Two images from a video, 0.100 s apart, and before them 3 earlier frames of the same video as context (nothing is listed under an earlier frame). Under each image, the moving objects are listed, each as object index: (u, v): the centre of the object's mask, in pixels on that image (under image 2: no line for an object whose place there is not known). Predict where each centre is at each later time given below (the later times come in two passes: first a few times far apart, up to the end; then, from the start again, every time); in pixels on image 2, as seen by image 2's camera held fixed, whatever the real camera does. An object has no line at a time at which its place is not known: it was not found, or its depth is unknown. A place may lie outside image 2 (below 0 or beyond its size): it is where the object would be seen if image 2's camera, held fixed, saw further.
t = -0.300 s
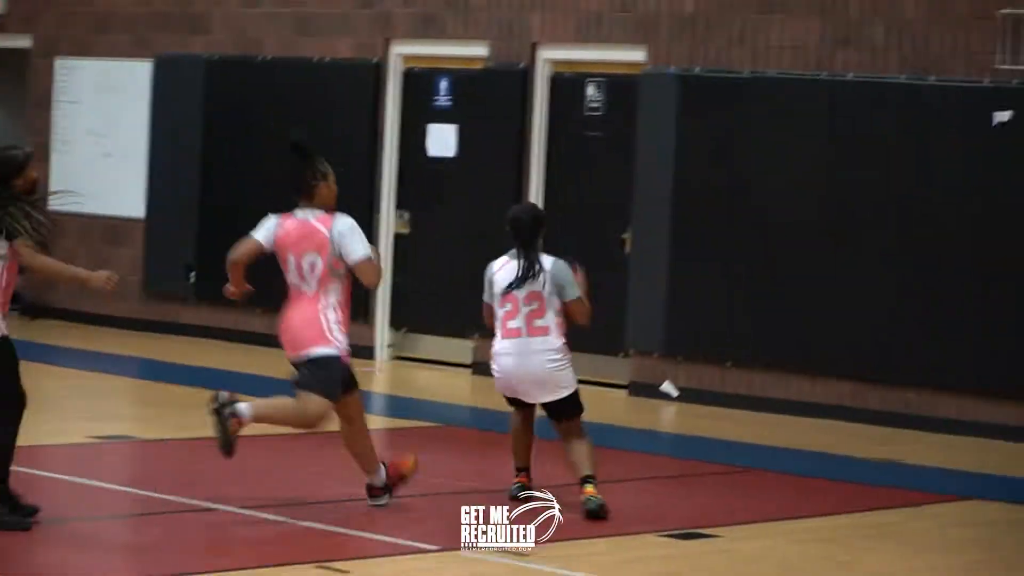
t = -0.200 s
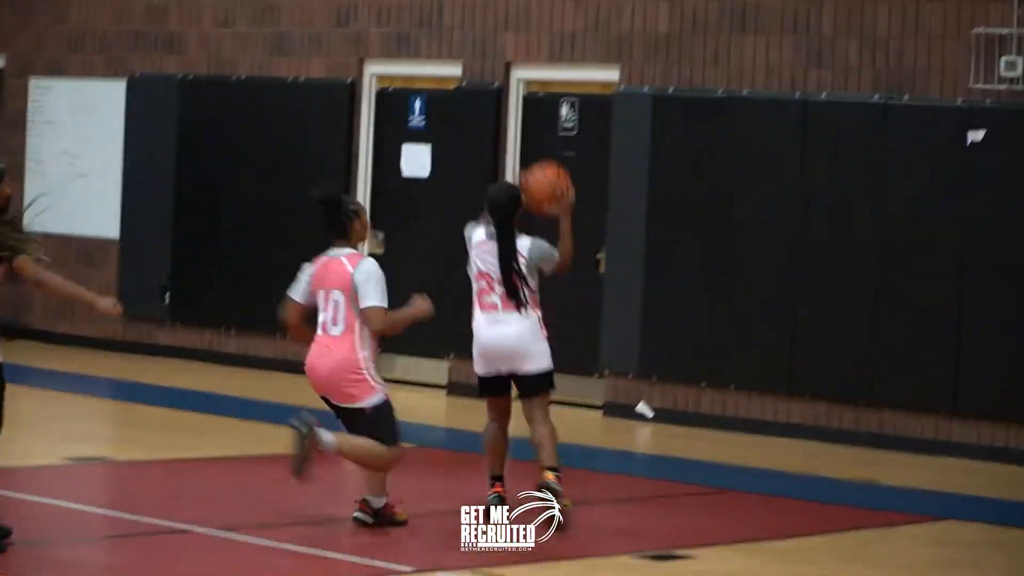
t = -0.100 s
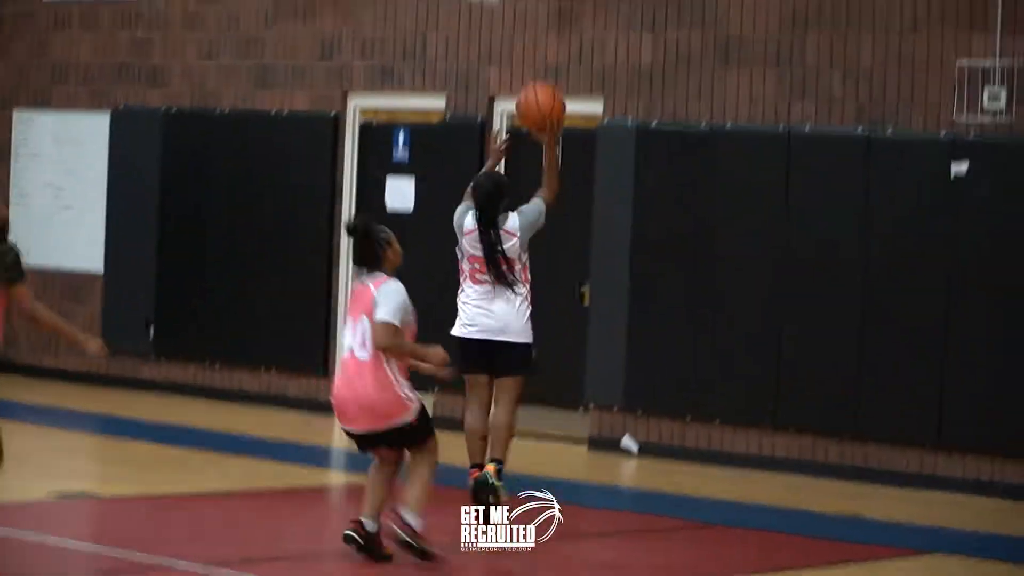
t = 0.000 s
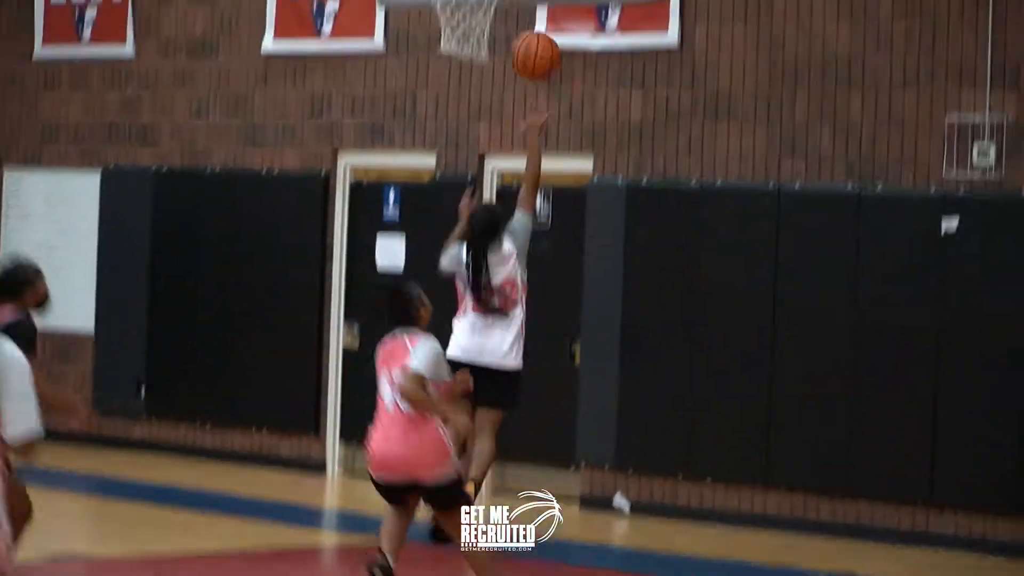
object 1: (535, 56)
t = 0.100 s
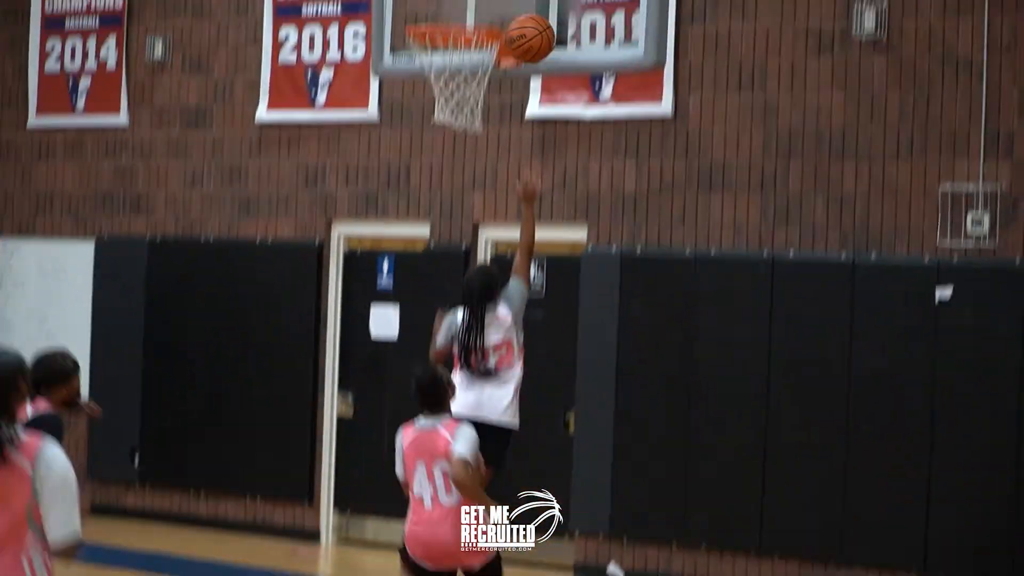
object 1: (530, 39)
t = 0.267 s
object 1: (530, -58)
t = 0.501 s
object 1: (515, -92)
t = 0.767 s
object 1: (453, 7)
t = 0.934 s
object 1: (426, 118)
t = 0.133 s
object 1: (530, 14)
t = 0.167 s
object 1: (530, -7)
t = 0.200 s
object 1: (531, -26)
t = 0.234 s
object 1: (530, -43)
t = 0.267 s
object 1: (530, -58)
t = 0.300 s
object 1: (531, -70)
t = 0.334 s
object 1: (530, -80)
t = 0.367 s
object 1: (530, -87)
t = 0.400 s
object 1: (530, -92)
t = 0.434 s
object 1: (529, -93)
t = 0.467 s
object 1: (523, -93)
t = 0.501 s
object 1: (515, -92)
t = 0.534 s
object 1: (508, -87)
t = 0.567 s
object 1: (501, -80)
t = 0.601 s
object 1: (493, -71)
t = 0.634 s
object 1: (485, -59)
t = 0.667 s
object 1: (477, -45)
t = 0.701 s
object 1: (469, -29)
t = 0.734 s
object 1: (461, -11)
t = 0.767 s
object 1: (453, 7)
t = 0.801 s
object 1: (444, 32)
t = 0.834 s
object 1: (437, 56)
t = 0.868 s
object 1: (429, 81)
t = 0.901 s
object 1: (427, 97)
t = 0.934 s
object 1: (426, 118)
